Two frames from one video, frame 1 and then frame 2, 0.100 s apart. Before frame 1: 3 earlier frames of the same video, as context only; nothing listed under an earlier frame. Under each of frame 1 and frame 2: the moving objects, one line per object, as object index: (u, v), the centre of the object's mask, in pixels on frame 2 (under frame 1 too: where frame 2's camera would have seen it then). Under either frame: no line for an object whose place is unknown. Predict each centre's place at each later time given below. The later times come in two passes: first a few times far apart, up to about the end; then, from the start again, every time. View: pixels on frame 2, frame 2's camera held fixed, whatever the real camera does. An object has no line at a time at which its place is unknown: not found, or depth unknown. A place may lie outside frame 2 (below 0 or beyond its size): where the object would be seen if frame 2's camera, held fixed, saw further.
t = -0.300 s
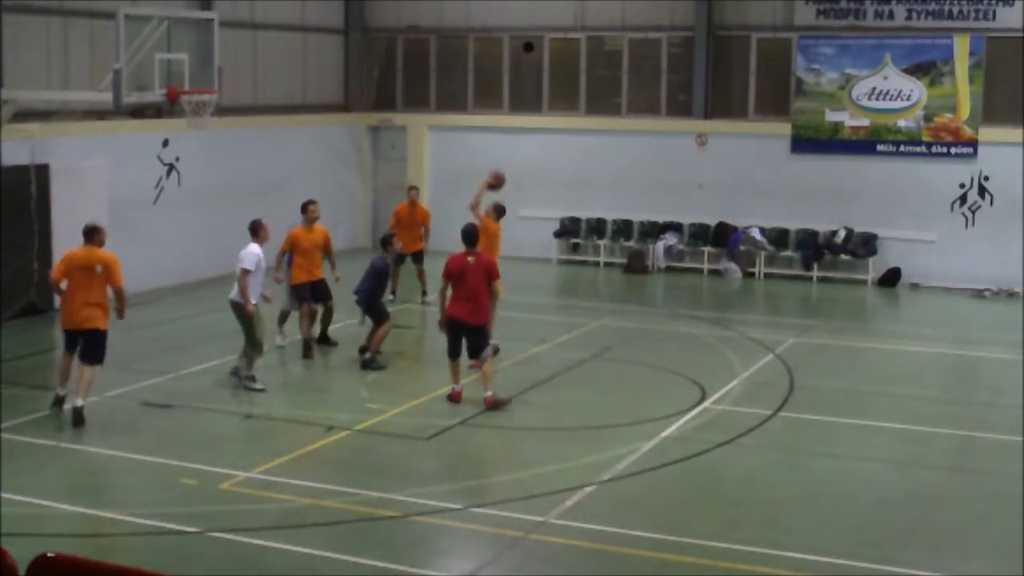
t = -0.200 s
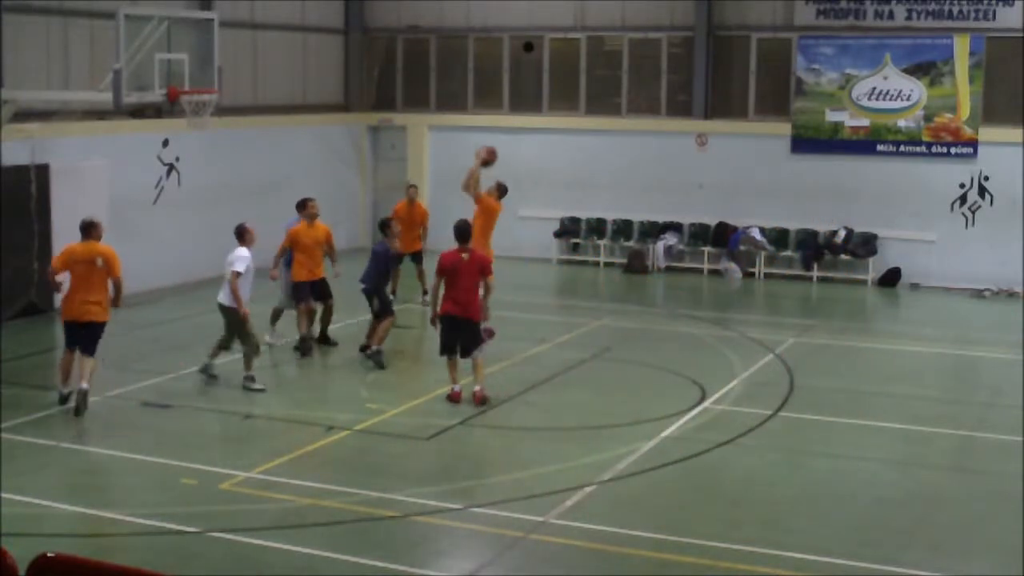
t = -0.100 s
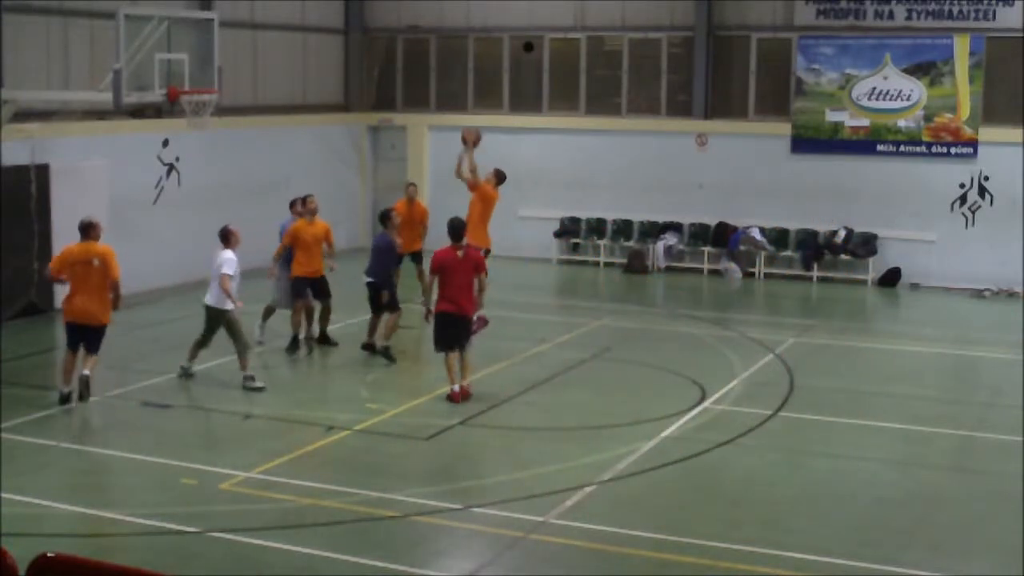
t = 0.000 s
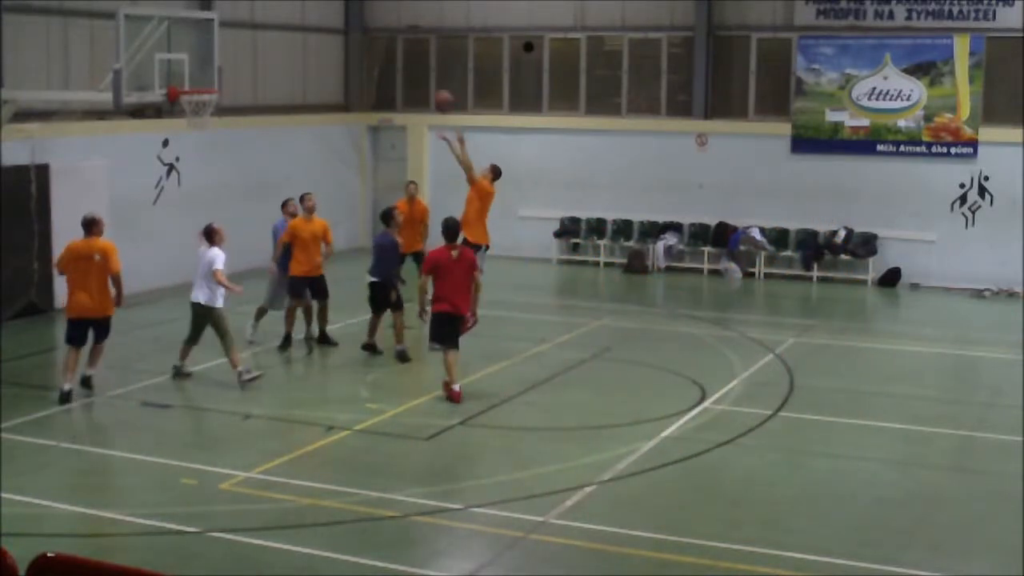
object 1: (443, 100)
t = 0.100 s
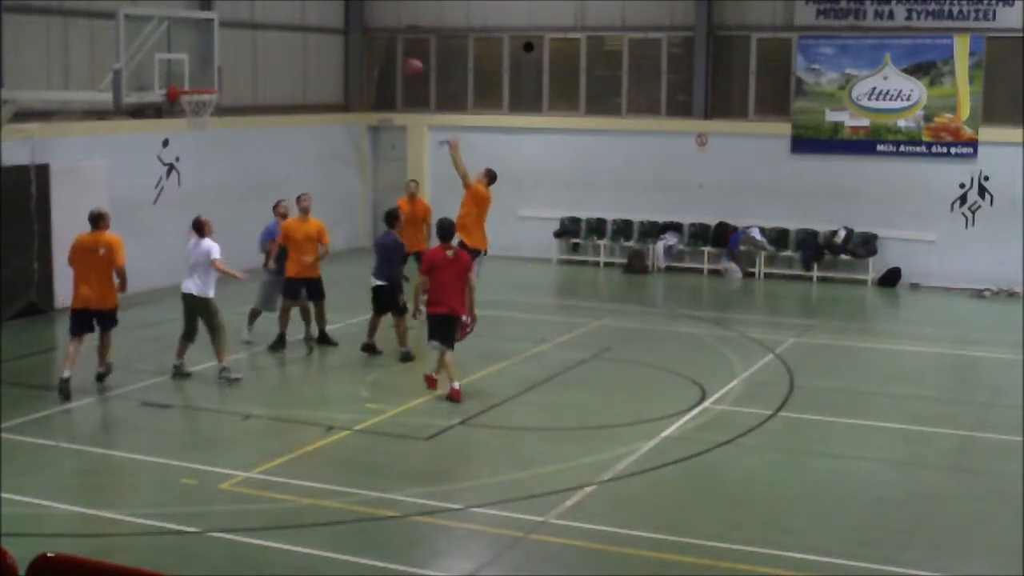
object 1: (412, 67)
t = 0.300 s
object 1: (352, 29)
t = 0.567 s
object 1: (270, 34)
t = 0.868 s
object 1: (189, 103)
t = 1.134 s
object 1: (194, 108)
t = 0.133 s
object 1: (403, 58)
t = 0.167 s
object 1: (393, 52)
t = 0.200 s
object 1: (381, 44)
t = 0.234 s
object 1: (371, 38)
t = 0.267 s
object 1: (361, 34)
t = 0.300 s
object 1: (352, 29)
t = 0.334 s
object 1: (340, 28)
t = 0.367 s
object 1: (331, 26)
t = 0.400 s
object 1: (322, 25)
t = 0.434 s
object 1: (310, 25)
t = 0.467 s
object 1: (299, 28)
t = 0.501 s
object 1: (290, 30)
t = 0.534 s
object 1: (279, 32)
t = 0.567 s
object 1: (270, 34)
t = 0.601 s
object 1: (260, 39)
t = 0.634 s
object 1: (250, 46)
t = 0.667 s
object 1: (241, 52)
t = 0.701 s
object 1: (230, 60)
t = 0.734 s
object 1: (221, 69)
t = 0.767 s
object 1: (213, 77)
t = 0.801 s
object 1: (202, 86)
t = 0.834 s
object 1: (196, 97)
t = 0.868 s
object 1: (189, 103)
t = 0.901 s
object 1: (183, 110)
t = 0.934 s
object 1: (182, 108)
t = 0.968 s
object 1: (180, 107)
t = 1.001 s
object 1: (182, 105)
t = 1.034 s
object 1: (183, 105)
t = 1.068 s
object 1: (187, 107)
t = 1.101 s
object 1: (192, 107)
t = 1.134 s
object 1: (194, 108)
